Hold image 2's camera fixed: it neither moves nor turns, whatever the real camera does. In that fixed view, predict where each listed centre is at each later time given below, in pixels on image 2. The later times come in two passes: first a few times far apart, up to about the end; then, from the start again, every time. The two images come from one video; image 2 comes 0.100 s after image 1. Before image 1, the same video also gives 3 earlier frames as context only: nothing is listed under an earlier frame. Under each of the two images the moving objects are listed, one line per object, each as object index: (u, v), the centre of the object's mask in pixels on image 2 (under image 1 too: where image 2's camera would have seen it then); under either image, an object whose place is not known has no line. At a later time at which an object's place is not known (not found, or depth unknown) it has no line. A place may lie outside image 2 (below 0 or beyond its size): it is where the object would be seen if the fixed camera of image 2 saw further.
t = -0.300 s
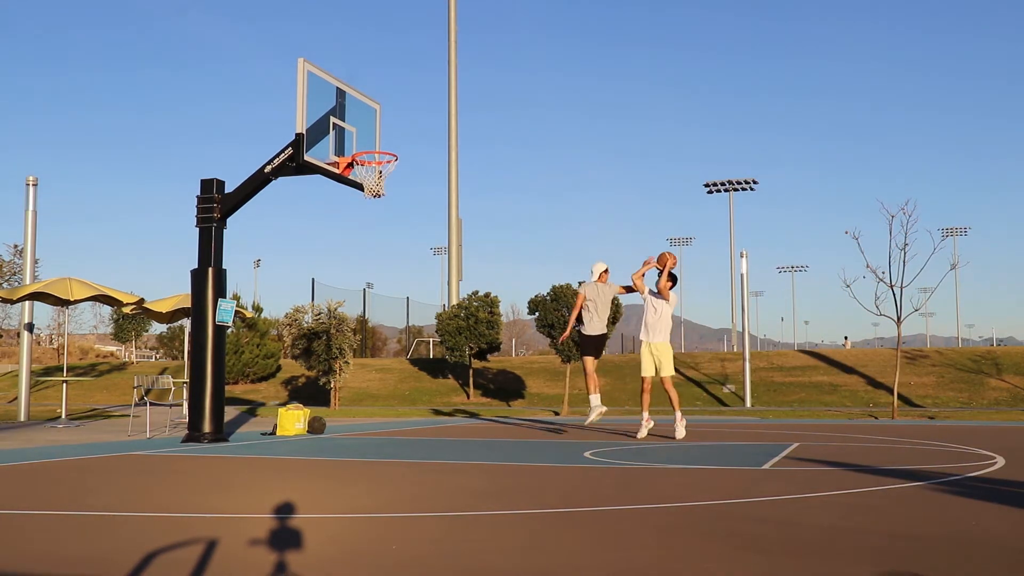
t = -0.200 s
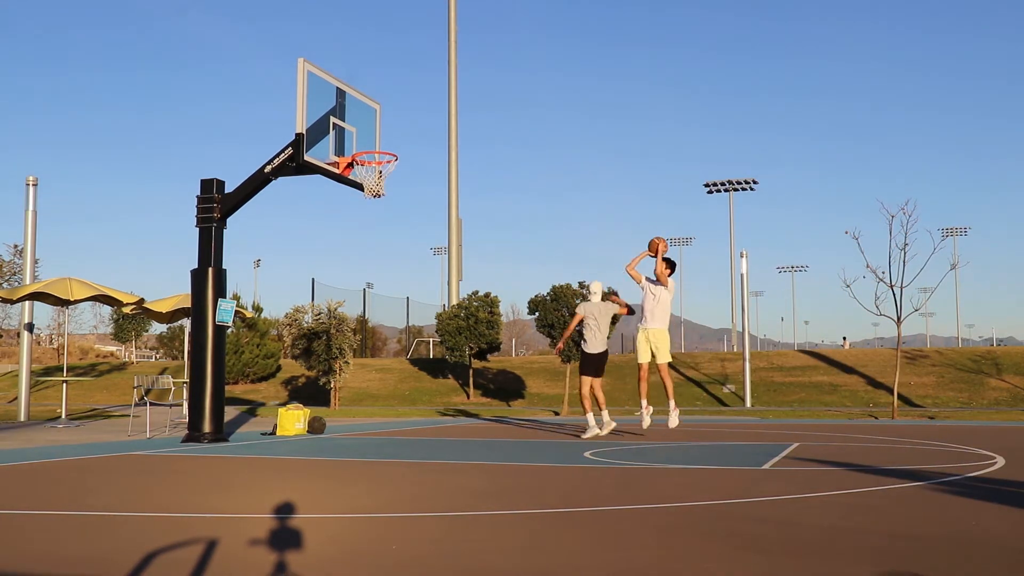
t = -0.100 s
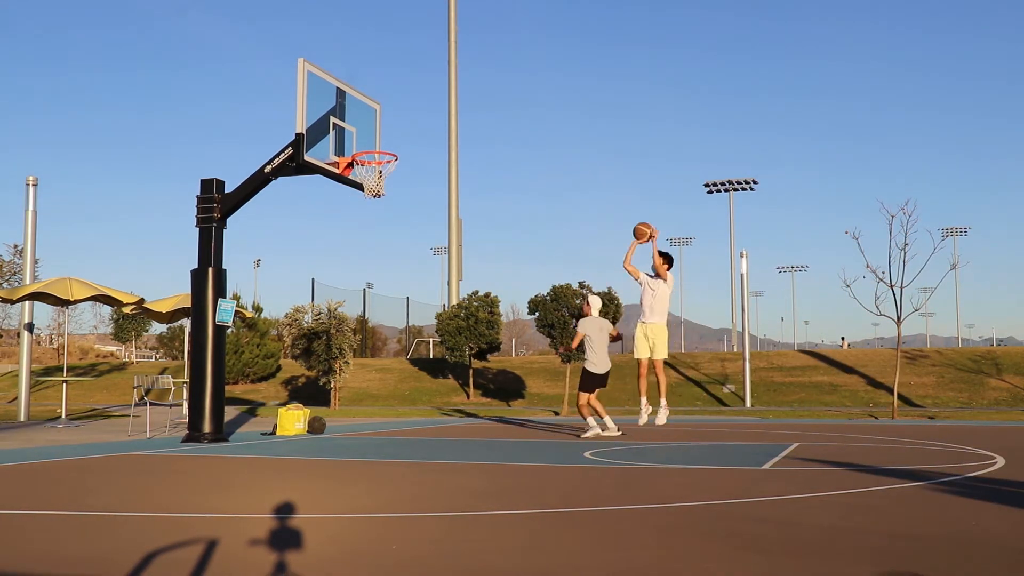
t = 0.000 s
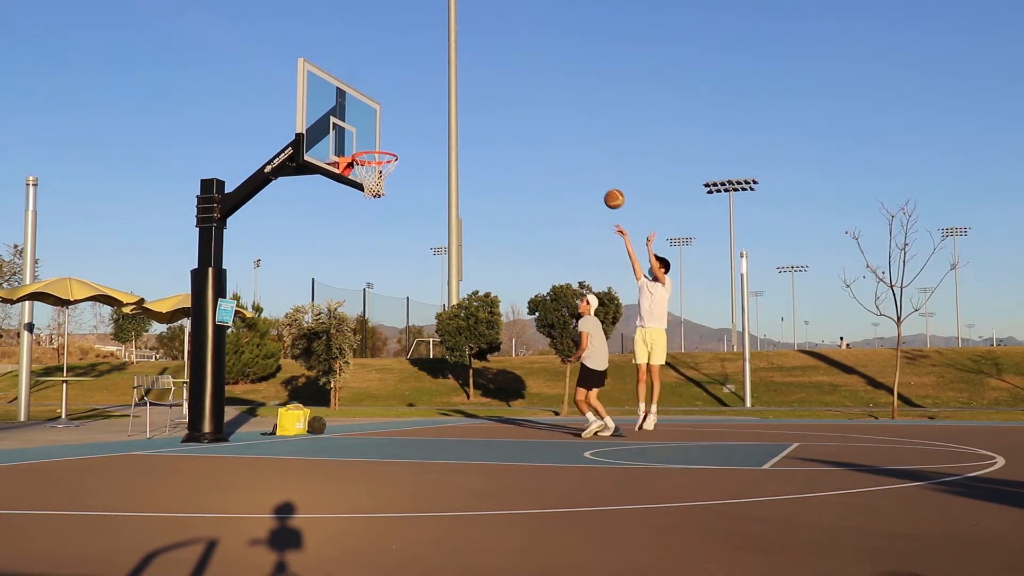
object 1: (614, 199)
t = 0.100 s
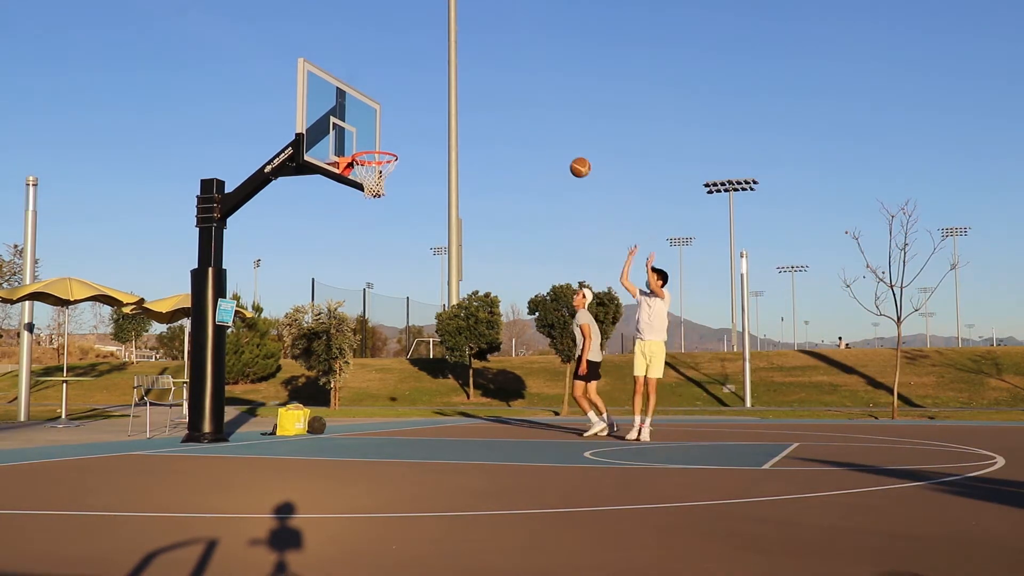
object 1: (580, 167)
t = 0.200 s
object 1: (545, 143)
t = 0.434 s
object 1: (462, 118)
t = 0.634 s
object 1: (388, 133)
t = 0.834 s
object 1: (384, 127)
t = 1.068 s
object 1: (421, 126)
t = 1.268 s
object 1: (450, 161)
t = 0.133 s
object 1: (569, 158)
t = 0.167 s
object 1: (557, 150)
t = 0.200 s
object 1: (545, 143)
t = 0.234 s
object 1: (534, 137)
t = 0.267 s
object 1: (522, 131)
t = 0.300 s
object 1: (510, 127)
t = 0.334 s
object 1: (498, 123)
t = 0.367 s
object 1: (486, 121)
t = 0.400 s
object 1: (474, 119)
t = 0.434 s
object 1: (462, 118)
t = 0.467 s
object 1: (450, 118)
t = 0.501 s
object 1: (438, 119)
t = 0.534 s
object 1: (426, 121)
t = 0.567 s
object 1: (413, 124)
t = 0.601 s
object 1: (401, 128)
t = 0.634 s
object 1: (388, 133)
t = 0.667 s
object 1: (375, 140)
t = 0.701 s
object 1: (362, 145)
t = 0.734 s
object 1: (367, 141)
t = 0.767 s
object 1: (373, 136)
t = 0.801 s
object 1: (378, 131)
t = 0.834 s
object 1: (384, 127)
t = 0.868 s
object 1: (390, 124)
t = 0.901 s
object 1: (395, 122)
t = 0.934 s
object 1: (400, 121)
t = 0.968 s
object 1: (406, 121)
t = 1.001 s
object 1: (411, 122)
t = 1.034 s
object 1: (416, 124)
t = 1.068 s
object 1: (421, 126)
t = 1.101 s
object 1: (426, 130)
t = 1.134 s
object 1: (431, 135)
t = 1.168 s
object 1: (436, 140)
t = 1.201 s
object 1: (440, 146)
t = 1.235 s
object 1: (445, 153)
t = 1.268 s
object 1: (450, 161)
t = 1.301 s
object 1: (455, 170)
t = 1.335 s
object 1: (460, 179)
